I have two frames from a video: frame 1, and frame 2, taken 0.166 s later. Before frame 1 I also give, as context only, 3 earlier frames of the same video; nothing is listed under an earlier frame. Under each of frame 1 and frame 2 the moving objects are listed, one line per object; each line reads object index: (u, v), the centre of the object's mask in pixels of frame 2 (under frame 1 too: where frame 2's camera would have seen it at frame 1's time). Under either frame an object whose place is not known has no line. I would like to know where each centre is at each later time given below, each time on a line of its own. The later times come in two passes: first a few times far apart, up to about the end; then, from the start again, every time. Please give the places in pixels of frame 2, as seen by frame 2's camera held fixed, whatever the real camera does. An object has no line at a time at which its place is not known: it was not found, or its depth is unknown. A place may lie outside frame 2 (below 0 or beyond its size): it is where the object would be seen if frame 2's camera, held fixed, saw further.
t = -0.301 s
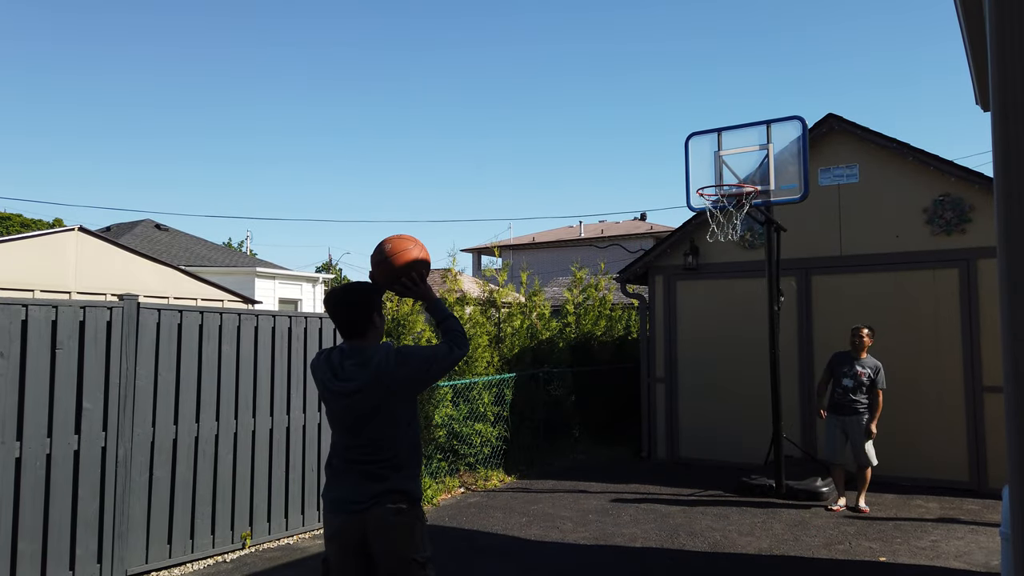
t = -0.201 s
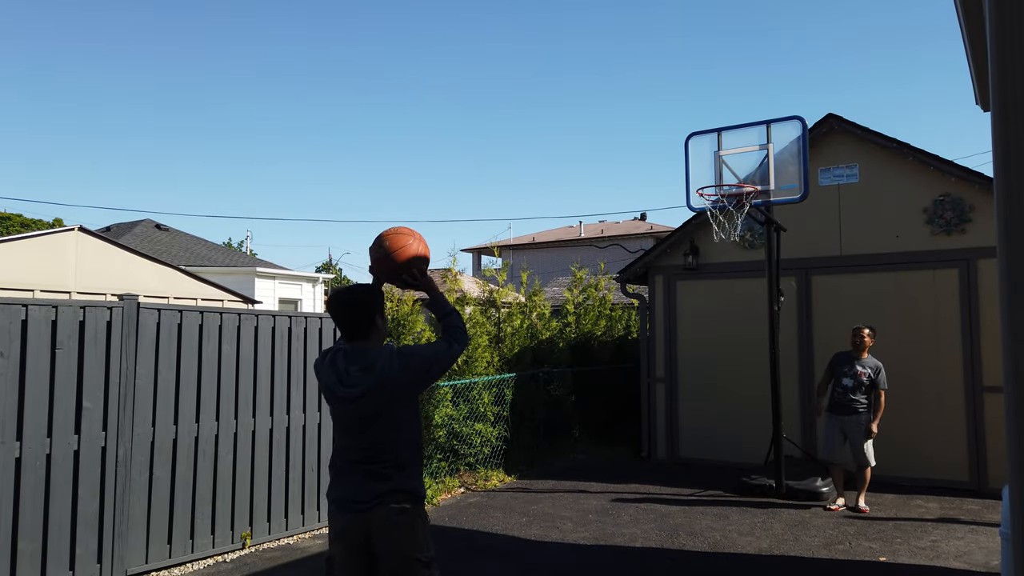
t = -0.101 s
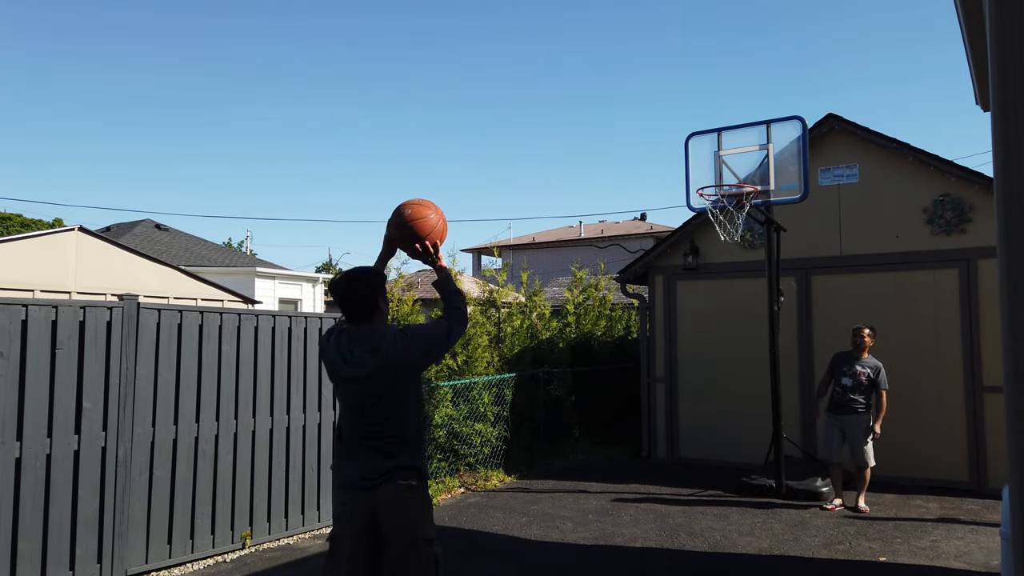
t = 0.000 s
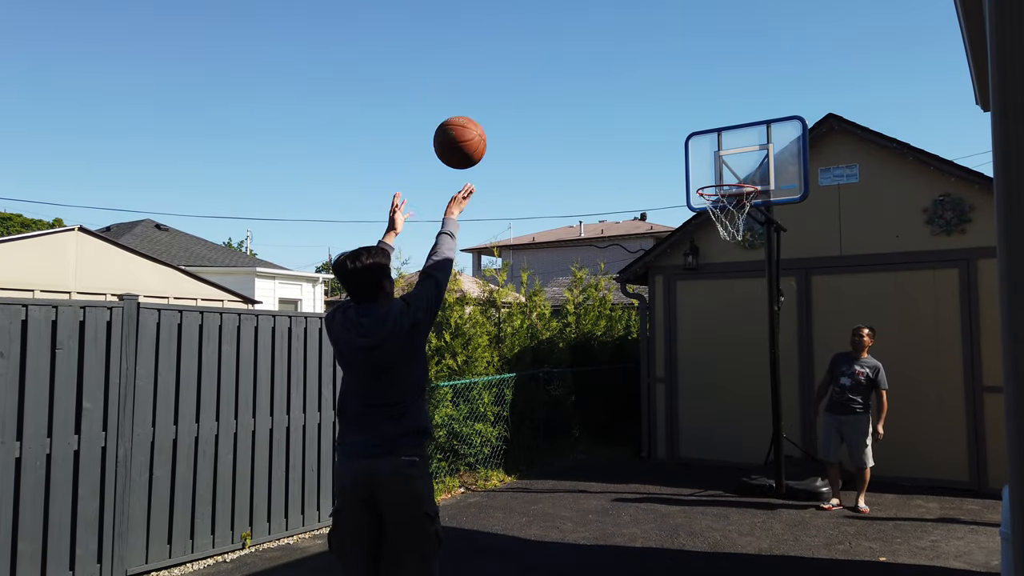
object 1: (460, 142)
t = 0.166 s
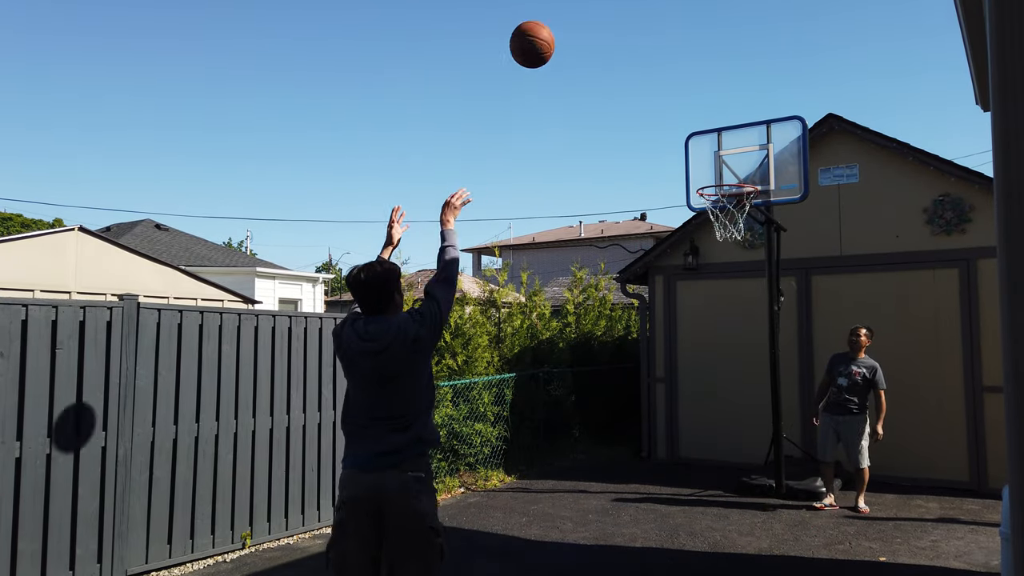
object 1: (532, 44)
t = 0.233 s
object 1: (555, 25)
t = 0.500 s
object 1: (629, 28)
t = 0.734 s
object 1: (676, 99)
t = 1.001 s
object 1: (724, 173)
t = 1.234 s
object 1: (742, 169)
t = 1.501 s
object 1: (738, 175)
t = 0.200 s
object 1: (544, 34)
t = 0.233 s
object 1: (555, 25)
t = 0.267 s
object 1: (566, 20)
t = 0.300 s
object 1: (576, 17)
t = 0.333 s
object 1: (586, 16)
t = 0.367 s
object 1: (596, 15)
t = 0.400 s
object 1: (605, 16)
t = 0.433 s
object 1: (613, 18)
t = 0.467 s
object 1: (621, 22)
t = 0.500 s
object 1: (629, 28)
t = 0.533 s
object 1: (637, 35)
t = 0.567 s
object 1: (644, 43)
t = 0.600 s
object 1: (651, 52)
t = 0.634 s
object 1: (657, 63)
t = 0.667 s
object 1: (664, 74)
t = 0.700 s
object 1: (670, 86)
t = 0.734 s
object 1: (676, 99)
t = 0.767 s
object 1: (682, 114)
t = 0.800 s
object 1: (688, 128)
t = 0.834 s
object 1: (693, 144)
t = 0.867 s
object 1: (698, 160)
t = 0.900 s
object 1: (703, 177)
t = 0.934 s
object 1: (710, 178)
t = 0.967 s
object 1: (717, 175)
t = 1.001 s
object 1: (724, 173)
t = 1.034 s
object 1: (730, 172)
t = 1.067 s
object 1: (732, 169)
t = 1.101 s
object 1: (734, 167)
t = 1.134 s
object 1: (735, 166)
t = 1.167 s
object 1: (738, 165)
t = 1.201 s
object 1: (740, 167)
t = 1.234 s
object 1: (742, 169)
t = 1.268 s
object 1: (744, 172)
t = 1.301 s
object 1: (745, 173)
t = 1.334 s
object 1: (744, 171)
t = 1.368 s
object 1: (743, 171)
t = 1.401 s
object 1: (742, 171)
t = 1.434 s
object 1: (741, 172)
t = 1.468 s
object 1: (740, 174)
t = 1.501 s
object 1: (738, 175)
